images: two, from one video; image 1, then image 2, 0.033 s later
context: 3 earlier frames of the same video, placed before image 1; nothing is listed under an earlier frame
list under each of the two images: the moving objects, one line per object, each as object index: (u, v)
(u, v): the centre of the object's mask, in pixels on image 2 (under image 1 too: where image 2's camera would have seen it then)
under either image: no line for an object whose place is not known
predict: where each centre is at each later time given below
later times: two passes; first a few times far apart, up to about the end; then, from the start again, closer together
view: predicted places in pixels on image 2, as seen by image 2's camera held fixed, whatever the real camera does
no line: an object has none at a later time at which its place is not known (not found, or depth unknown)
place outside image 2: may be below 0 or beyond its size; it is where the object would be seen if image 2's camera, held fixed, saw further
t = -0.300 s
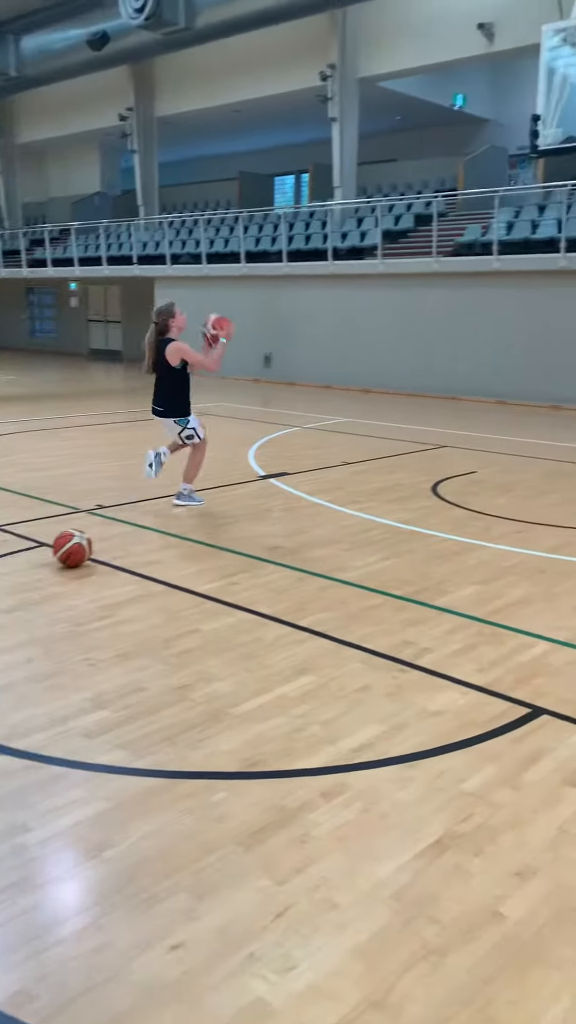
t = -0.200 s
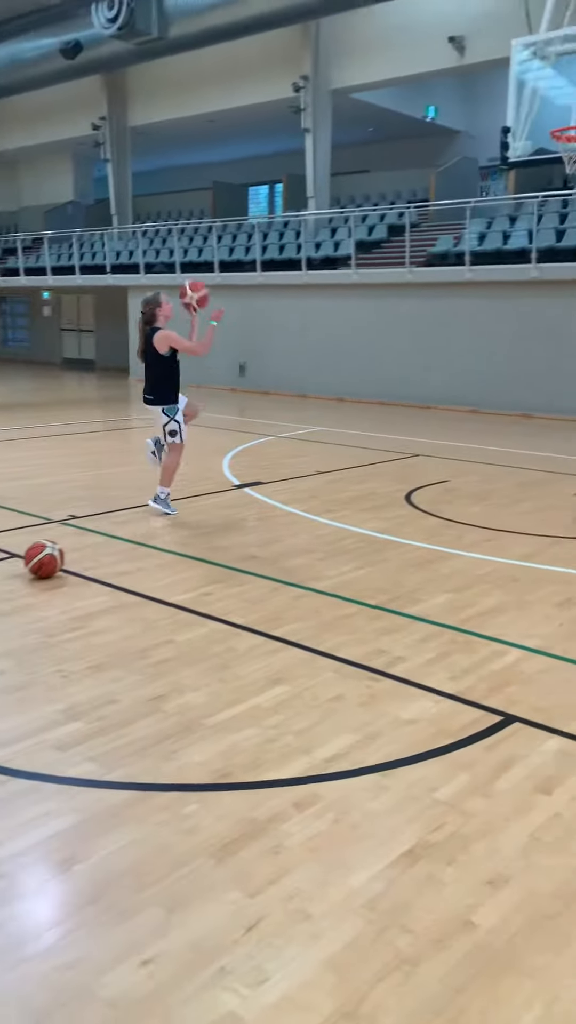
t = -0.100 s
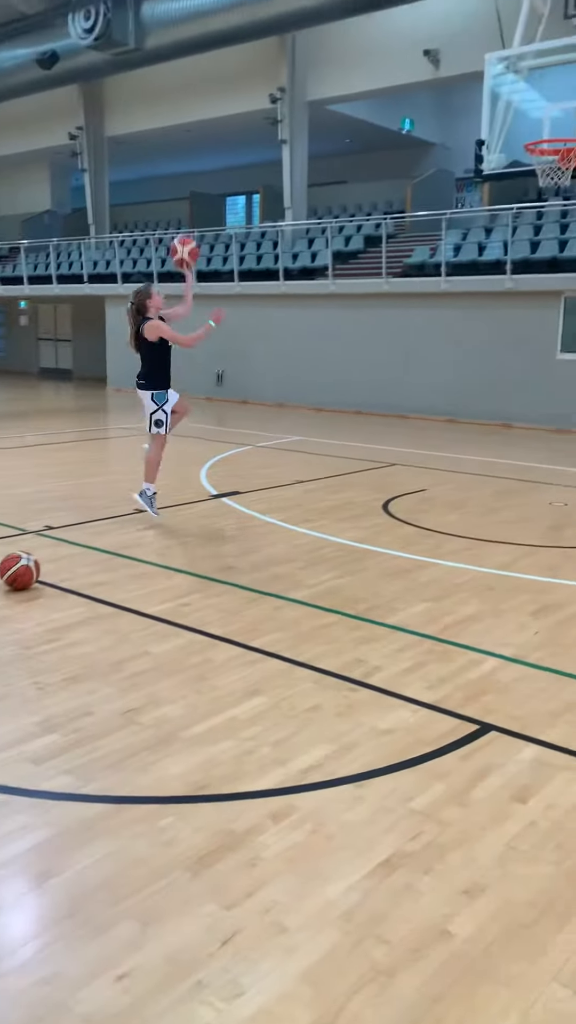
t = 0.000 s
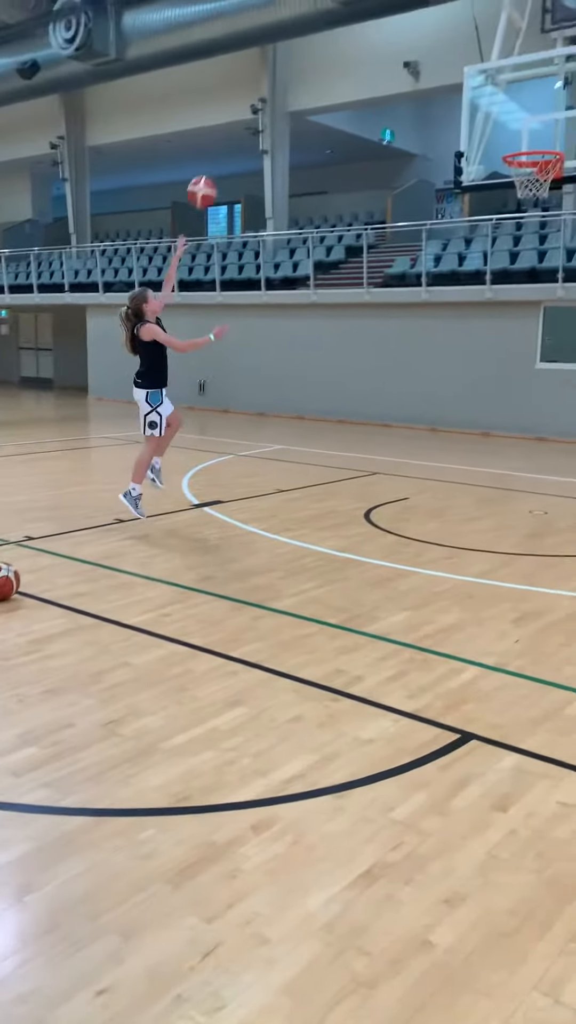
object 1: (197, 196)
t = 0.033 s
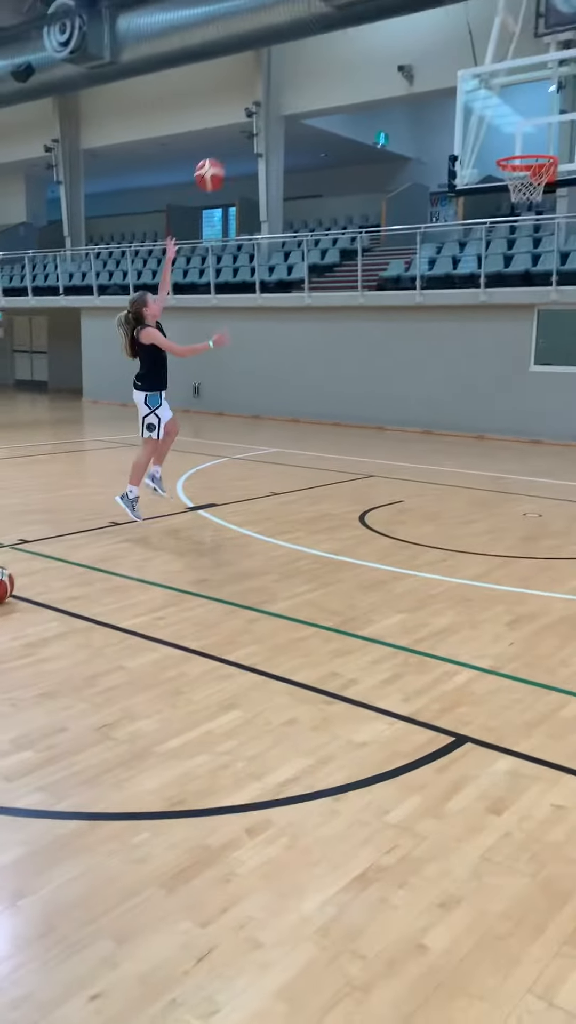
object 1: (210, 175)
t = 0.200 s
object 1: (272, 97)
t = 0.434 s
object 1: (357, 50)
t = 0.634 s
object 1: (424, 67)
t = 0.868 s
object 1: (493, 148)
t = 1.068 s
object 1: (476, 123)
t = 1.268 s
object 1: (436, 122)
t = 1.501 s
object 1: (387, 176)
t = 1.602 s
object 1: (367, 219)
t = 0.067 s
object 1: (222, 156)
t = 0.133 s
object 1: (247, 124)
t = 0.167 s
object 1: (259, 109)
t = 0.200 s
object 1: (272, 97)
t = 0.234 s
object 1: (284, 85)
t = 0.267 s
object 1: (297, 77)
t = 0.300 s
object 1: (309, 68)
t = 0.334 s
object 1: (321, 61)
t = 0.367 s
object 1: (333, 56)
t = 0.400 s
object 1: (345, 52)
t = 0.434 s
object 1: (357, 50)
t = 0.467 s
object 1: (368, 49)
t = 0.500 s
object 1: (380, 50)
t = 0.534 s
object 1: (391, 52)
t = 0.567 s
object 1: (402, 56)
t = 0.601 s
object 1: (412, 61)
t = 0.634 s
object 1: (424, 67)
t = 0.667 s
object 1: (434, 75)
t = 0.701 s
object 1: (444, 84)
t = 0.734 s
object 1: (455, 94)
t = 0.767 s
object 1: (464, 106)
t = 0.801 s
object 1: (474, 118)
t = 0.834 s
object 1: (484, 133)
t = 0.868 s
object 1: (493, 148)
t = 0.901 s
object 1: (494, 149)
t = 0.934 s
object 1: (492, 143)
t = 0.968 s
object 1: (489, 136)
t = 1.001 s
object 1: (485, 131)
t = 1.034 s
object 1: (481, 127)
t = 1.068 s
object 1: (476, 123)
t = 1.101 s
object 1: (470, 119)
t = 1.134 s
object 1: (464, 117)
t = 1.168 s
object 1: (457, 116)
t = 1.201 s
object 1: (450, 116)
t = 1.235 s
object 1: (443, 118)
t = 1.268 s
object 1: (436, 122)
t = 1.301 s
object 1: (429, 126)
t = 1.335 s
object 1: (422, 132)
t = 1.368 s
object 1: (415, 138)
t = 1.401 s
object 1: (408, 146)
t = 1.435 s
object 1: (401, 155)
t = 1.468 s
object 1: (395, 166)
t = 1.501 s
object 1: (387, 176)
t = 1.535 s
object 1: (381, 189)
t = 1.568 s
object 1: (374, 205)
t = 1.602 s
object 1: (367, 219)
